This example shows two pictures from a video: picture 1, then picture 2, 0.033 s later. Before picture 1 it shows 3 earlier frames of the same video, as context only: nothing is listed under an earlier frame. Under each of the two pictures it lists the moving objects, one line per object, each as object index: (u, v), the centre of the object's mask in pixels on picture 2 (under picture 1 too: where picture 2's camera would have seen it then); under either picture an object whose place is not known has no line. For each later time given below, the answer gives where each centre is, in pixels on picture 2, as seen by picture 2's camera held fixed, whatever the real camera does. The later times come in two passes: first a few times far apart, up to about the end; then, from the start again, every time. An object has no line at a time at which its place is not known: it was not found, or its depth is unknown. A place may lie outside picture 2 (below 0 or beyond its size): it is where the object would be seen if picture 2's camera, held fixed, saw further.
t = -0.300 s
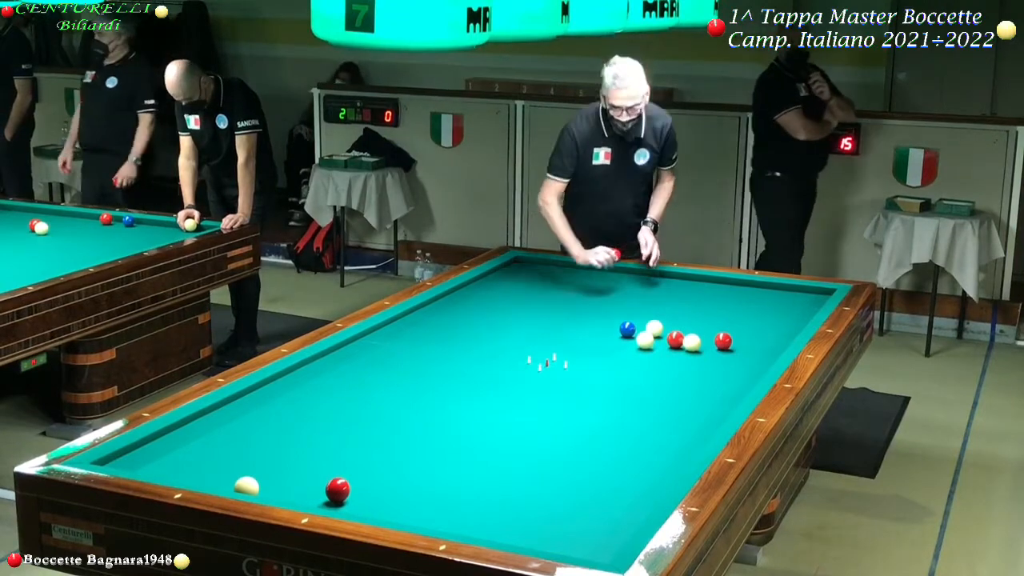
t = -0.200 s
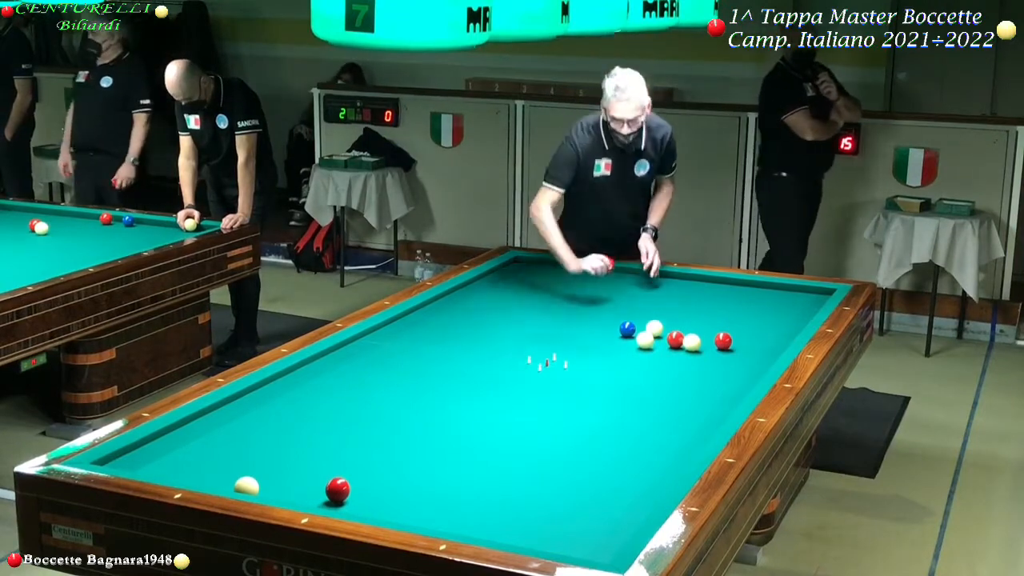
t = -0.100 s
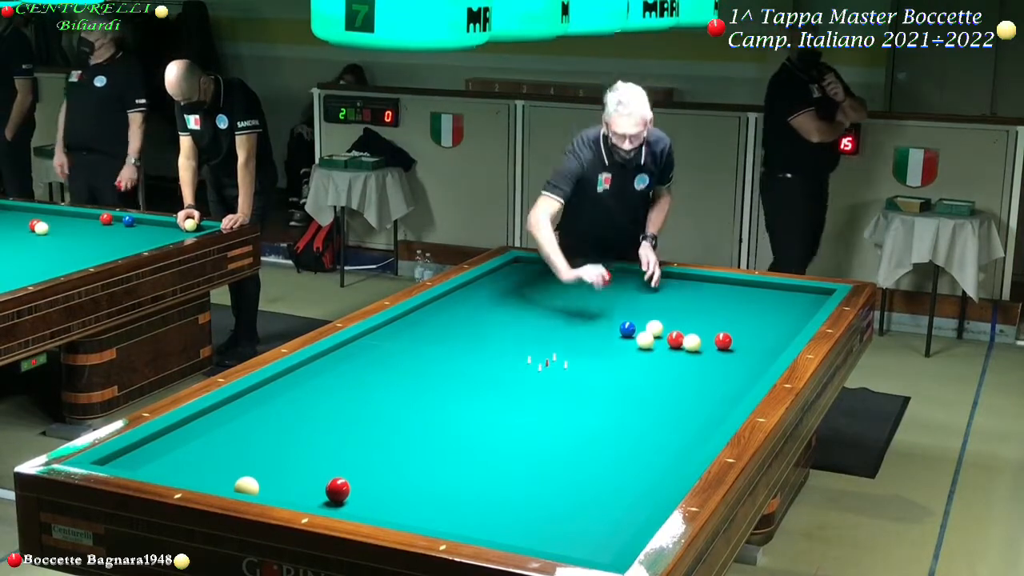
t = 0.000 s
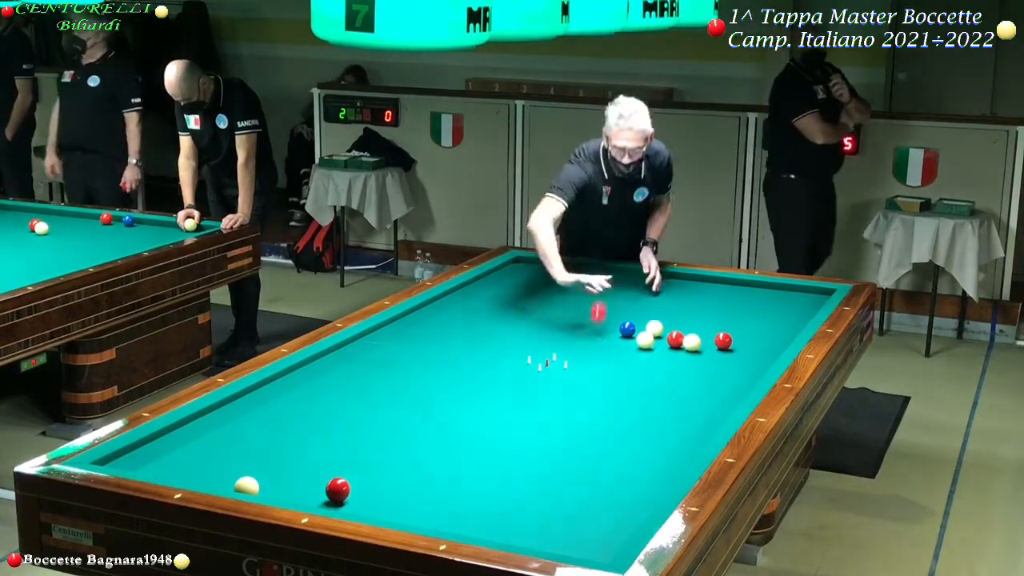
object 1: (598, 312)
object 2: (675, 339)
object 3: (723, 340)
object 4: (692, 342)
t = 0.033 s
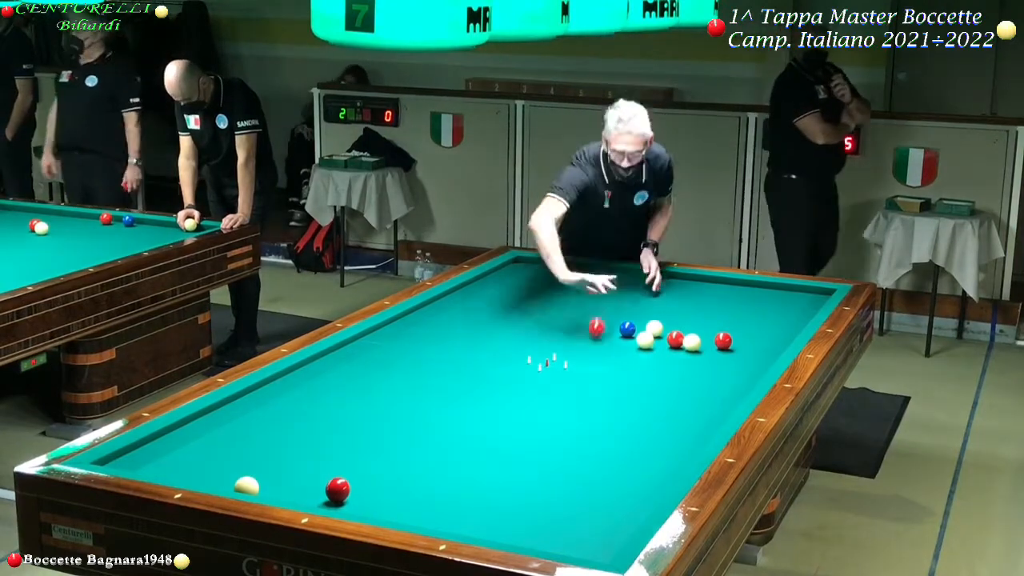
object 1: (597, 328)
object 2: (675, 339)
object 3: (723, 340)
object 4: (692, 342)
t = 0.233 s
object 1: (589, 350)
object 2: (675, 339)
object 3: (723, 340)
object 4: (692, 342)
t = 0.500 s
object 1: (576, 409)
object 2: (675, 339)
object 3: (723, 340)
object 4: (692, 342)
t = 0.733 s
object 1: (563, 465)
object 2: (675, 339)
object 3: (723, 340)
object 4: (692, 342)
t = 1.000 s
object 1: (548, 534)
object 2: (675, 339)
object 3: (723, 340)
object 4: (692, 342)
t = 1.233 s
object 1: (596, 518)
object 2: (675, 339)
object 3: (723, 340)
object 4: (692, 342)
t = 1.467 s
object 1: (647, 491)
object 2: (675, 339)
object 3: (723, 340)
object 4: (692, 342)
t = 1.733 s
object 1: (671, 463)
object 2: (675, 339)
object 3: (723, 340)
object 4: (692, 342)
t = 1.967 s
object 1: (678, 440)
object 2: (675, 339)
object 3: (723, 340)
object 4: (692, 342)
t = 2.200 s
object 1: (684, 420)
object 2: (675, 339)
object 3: (723, 340)
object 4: (692, 342)
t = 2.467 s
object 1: (691, 398)
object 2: (675, 339)
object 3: (723, 340)
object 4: (692, 342)
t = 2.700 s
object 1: (696, 382)
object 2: (675, 339)
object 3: (723, 340)
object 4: (692, 342)
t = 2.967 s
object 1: (702, 365)
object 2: (675, 339)
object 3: (723, 340)
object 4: (692, 342)
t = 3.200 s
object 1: (706, 352)
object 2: (675, 339)
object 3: (723, 340)
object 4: (692, 342)
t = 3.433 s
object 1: (709, 342)
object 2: (671, 338)
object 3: (732, 338)
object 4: (689, 342)
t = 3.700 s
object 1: (709, 336)
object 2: (662, 336)
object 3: (752, 334)
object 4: (681, 341)
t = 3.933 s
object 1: (709, 331)
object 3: (768, 331)
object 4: (675, 341)
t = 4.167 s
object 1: (710, 327)
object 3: (784, 327)
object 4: (670, 340)
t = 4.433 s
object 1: (710, 322)
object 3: (799, 323)
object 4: (665, 339)
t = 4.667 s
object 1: (710, 318)
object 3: (797, 320)
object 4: (662, 339)
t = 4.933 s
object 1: (710, 315)
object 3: (794, 315)
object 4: (661, 339)
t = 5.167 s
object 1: (710, 311)
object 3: (792, 312)
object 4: (660, 339)
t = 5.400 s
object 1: (711, 308)
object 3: (790, 308)
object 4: (660, 339)
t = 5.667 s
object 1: (711, 305)
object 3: (787, 305)
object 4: (660, 339)
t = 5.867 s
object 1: (711, 303)
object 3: (786, 302)
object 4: (660, 339)
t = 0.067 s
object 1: (596, 326)
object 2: (675, 339)
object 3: (723, 340)
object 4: (692, 342)
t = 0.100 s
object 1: (594, 325)
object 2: (675, 339)
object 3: (723, 341)
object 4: (692, 342)
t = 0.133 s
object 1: (593, 327)
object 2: (675, 339)
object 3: (723, 340)
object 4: (692, 342)
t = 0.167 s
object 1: (592, 331)
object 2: (675, 339)
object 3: (723, 340)
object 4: (692, 342)
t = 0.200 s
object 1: (590, 339)
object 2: (675, 339)
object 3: (723, 340)
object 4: (692, 342)
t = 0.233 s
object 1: (589, 350)
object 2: (675, 339)
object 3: (723, 340)
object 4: (692, 342)
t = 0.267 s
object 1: (587, 366)
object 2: (675, 339)
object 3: (723, 340)
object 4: (692, 342)
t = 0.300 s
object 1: (585, 371)
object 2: (675, 339)
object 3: (723, 340)
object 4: (692, 342)
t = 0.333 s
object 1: (584, 372)
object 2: (675, 339)
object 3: (723, 340)
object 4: (692, 342)
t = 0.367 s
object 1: (582, 376)
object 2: (675, 339)
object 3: (723, 340)
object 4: (692, 342)
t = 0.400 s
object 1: (581, 384)
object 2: (675, 339)
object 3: (723, 340)
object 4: (692, 342)
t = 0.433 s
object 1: (579, 396)
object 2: (675, 339)
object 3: (723, 340)
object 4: (692, 342)
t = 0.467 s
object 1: (577, 407)
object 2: (675, 339)
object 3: (723, 340)
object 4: (692, 342)
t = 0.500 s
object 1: (576, 409)
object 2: (675, 339)
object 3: (723, 340)
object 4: (692, 342)
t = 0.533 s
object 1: (574, 415)
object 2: (675, 339)
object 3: (723, 340)
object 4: (692, 342)
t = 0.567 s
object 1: (572, 426)
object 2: (675, 339)
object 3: (723, 340)
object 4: (692, 342)
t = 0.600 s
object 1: (570, 434)
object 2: (675, 339)
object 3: (723, 341)
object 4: (692, 342)
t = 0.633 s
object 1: (569, 440)
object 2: (675, 339)
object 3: (723, 340)
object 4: (692, 342)
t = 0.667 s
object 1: (567, 450)
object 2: (675, 339)
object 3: (723, 340)
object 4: (692, 342)
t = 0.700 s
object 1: (565, 457)
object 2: (675, 339)
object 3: (723, 340)
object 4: (692, 342)
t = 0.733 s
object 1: (563, 465)
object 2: (675, 339)
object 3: (723, 340)
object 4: (692, 342)
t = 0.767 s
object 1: (562, 473)
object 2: (675, 339)
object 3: (723, 341)
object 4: (692, 342)
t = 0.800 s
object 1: (560, 481)
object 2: (675, 339)
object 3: (723, 340)
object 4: (692, 342)
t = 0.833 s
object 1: (558, 489)
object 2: (675, 339)
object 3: (723, 340)
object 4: (692, 342)
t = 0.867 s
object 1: (556, 497)
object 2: (675, 339)
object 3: (723, 340)
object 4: (692, 342)
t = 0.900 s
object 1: (554, 507)
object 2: (675, 339)
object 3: (723, 340)
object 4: (692, 342)
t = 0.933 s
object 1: (552, 516)
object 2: (675, 339)
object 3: (723, 340)
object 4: (692, 342)
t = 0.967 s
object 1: (550, 524)
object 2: (675, 339)
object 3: (723, 340)
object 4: (692, 342)
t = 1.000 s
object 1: (548, 534)
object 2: (675, 339)
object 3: (723, 340)
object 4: (692, 342)
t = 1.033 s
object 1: (546, 540)
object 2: (675, 339)
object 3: (723, 340)
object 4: (692, 342)
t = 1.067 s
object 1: (549, 543)
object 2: (675, 339)
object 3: (723, 340)
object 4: (692, 342)
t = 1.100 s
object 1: (559, 539)
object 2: (675, 339)
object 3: (723, 340)
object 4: (692, 342)
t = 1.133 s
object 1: (569, 534)
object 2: (675, 339)
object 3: (723, 340)
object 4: (692, 342)
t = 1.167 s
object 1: (578, 528)
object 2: (675, 339)
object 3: (723, 340)
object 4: (692, 342)
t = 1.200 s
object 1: (588, 522)
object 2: (675, 339)
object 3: (723, 340)
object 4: (692, 342)
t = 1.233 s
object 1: (596, 518)
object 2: (675, 339)
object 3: (723, 340)
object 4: (692, 342)
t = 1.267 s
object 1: (604, 513)
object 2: (675, 339)
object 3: (723, 340)
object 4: (692, 342)
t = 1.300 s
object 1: (612, 509)
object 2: (675, 339)
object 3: (723, 340)
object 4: (692, 342)
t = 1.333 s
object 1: (619, 505)
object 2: (675, 339)
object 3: (723, 340)
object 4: (692, 342)
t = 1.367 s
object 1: (626, 502)
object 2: (675, 339)
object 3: (723, 340)
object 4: (692, 342)
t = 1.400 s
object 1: (634, 498)
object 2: (675, 339)
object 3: (723, 340)
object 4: (692, 342)
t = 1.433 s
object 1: (641, 494)
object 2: (675, 339)
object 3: (723, 340)
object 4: (692, 342)
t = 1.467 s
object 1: (647, 491)
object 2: (675, 339)
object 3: (723, 340)
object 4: (692, 342)
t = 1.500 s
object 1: (655, 488)
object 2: (675, 339)
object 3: (723, 340)
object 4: (692, 342)
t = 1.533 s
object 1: (661, 483)
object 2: (675, 339)
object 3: (723, 340)
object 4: (692, 342)
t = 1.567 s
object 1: (665, 480)
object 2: (675, 339)
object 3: (723, 340)
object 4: (692, 342)
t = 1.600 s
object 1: (666, 477)
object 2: (675, 339)
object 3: (723, 340)
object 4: (692, 342)
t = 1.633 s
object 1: (667, 474)
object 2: (675, 339)
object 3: (723, 340)
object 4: (692, 342)
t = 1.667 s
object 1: (668, 470)
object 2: (675, 339)
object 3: (723, 340)
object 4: (692, 342)
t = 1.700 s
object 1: (670, 467)
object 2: (675, 339)
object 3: (723, 340)
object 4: (692, 342)
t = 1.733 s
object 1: (671, 463)
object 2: (675, 339)
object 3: (723, 340)
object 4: (692, 342)
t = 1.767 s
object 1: (672, 460)
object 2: (675, 339)
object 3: (723, 340)
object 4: (692, 342)
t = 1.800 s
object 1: (673, 456)
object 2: (675, 339)
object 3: (723, 340)
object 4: (692, 342)
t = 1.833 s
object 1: (674, 453)
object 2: (675, 339)
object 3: (723, 340)
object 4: (692, 342)
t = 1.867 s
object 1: (675, 450)
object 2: (675, 339)
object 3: (723, 340)
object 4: (692, 342)
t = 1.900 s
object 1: (676, 447)
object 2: (675, 339)
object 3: (723, 340)
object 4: (692, 342)
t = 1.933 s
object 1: (677, 443)
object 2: (675, 339)
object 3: (723, 340)
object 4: (692, 342)
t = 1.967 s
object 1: (678, 440)
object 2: (675, 339)
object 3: (723, 340)
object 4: (692, 342)
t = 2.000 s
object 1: (679, 437)
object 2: (675, 339)
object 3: (723, 341)
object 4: (692, 342)
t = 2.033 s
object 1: (680, 434)
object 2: (675, 339)
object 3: (723, 340)
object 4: (692, 342)
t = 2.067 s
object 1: (681, 431)
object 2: (675, 339)
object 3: (723, 340)
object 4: (692, 342)
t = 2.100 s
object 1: (682, 428)
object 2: (675, 339)
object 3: (723, 340)
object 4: (692, 342)
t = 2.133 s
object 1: (683, 425)
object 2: (675, 339)
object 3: (723, 340)
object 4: (692, 342)
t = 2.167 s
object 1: (683, 422)
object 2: (675, 339)
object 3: (723, 340)
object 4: (692, 342)
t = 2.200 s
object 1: (684, 420)
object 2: (675, 339)
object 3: (723, 340)
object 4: (692, 342)
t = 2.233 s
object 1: (685, 417)
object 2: (675, 339)
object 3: (723, 340)
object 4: (692, 342)
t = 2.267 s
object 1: (686, 414)
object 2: (675, 339)
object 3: (723, 340)
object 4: (692, 342)
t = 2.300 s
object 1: (687, 411)
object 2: (675, 339)
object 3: (723, 340)
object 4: (692, 342)
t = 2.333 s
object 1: (688, 409)
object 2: (675, 339)
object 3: (723, 340)
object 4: (692, 342)
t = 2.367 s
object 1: (688, 406)
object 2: (675, 339)
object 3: (723, 340)
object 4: (692, 342)
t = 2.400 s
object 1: (689, 403)
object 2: (675, 339)
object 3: (723, 341)
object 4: (692, 342)
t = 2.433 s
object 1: (690, 401)
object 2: (675, 339)
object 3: (723, 340)
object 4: (692, 342)
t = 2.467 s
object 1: (691, 398)
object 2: (675, 339)
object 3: (723, 340)
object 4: (692, 342)
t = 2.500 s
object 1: (692, 396)
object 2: (675, 339)
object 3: (723, 340)
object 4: (692, 342)
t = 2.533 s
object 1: (692, 393)
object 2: (675, 339)
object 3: (723, 340)
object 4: (692, 342)
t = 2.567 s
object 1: (693, 391)
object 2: (675, 339)
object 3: (723, 340)
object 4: (692, 342)
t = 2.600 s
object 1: (694, 389)
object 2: (675, 339)
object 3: (723, 340)
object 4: (692, 342)
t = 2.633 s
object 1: (695, 386)
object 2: (675, 339)
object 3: (723, 340)
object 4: (692, 342)
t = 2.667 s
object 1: (695, 384)
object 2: (675, 339)
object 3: (723, 340)
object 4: (692, 342)
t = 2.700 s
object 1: (696, 382)
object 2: (675, 339)
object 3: (723, 340)
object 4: (692, 342)
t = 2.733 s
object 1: (697, 380)
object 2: (675, 339)
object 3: (723, 340)
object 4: (692, 342)
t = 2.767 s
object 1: (698, 377)
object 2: (675, 339)
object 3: (723, 340)
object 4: (692, 342)
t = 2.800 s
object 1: (698, 375)
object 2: (675, 339)
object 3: (723, 340)
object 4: (692, 342)
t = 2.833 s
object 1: (699, 373)
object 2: (675, 339)
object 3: (723, 340)
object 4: (692, 342)
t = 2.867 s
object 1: (700, 371)
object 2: (675, 339)
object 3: (723, 340)
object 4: (692, 342)
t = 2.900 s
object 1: (700, 369)
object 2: (675, 339)
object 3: (723, 340)
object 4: (692, 342)
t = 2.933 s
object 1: (701, 367)
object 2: (675, 339)
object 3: (723, 340)
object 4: (692, 342)
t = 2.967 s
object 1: (702, 365)
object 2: (675, 339)
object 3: (723, 340)
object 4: (692, 342)
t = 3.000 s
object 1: (702, 363)
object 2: (675, 339)
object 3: (723, 340)
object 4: (692, 342)
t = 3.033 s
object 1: (703, 361)
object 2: (675, 339)
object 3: (723, 340)
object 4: (692, 342)
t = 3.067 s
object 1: (704, 359)
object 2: (675, 339)
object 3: (723, 340)
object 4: (692, 342)
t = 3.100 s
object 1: (704, 357)
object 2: (675, 339)
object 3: (723, 340)
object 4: (692, 342)
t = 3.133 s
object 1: (705, 355)
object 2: (675, 339)
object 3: (723, 340)
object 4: (692, 342)
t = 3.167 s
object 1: (706, 353)
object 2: (675, 339)
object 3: (723, 340)
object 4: (692, 342)
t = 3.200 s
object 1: (706, 352)
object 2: (675, 339)
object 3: (723, 340)
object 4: (692, 342)
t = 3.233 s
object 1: (707, 349)
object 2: (675, 339)
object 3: (723, 340)
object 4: (692, 342)
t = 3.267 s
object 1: (708, 348)
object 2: (675, 339)
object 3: (723, 340)
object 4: (692, 342)
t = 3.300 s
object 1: (708, 346)
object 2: (675, 339)
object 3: (723, 340)
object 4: (691, 342)
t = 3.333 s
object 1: (710, 344)
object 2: (674, 339)
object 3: (724, 341)
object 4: (691, 342)
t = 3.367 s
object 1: (710, 343)
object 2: (673, 339)
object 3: (726, 340)
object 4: (691, 342)
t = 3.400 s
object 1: (709, 343)
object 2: (672, 338)
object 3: (729, 339)
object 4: (690, 342)
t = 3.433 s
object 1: (709, 342)
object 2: (671, 338)
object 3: (732, 338)
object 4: (689, 342)
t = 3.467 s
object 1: (709, 341)
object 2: (670, 338)
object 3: (735, 338)
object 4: (688, 342)
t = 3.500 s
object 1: (709, 341)
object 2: (668, 338)
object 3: (738, 337)
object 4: (687, 342)
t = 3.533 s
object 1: (709, 340)
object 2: (667, 338)
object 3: (740, 337)
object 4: (685, 341)
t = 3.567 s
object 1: (709, 339)
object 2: (666, 337)
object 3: (743, 336)
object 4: (685, 341)
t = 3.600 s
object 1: (709, 339)
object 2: (665, 337)
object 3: (745, 336)
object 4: (684, 341)
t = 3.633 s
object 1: (709, 337)
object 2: (664, 337)
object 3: (748, 335)
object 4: (683, 341)
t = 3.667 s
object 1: (709, 337)
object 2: (663, 337)
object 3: (750, 335)
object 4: (682, 341)
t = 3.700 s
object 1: (709, 336)
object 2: (662, 336)
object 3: (752, 334)
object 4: (681, 341)
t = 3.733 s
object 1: (709, 335)
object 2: (661, 336)
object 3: (754, 334)
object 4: (680, 341)
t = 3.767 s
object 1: (709, 335)
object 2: (660, 336)
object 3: (757, 333)
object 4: (680, 341)
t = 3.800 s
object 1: (709, 334)
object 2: (660, 336)
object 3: (759, 332)
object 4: (678, 341)
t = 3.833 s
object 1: (710, 334)
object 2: (659, 335)
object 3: (761, 332)
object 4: (678, 341)
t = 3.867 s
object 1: (709, 333)
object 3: (764, 332)
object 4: (677, 341)
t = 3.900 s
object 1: (709, 332)
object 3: (766, 331)
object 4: (676, 341)
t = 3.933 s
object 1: (709, 331)
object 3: (768, 331)
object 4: (675, 341)
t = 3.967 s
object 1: (709, 331)
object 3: (771, 330)
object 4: (674, 341)
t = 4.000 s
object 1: (709, 330)
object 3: (773, 330)
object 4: (674, 340)
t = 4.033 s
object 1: (709, 330)
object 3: (775, 329)
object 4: (673, 340)
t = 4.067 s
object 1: (709, 329)
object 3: (777, 329)
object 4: (672, 340)
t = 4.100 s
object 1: (709, 328)
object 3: (779, 329)
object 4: (671, 340)
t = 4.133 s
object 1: (710, 328)
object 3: (782, 328)
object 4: (670, 340)
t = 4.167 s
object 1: (710, 327)
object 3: (784, 327)
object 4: (670, 340)
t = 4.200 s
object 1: (710, 326)
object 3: (786, 327)
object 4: (669, 340)
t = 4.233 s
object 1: (710, 326)
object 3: (788, 327)
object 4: (669, 340)
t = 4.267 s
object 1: (710, 325)
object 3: (790, 326)
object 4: (668, 340)
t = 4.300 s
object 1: (710, 325)
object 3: (792, 326)
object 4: (667, 340)
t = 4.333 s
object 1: (710, 324)
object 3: (794, 325)
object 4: (667, 339)
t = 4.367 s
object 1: (710, 324)
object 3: (796, 325)
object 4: (666, 339)
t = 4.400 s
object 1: (710, 323)
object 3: (798, 324)
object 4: (666, 339)
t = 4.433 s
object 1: (710, 322)
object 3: (799, 323)
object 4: (665, 339)
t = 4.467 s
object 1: (710, 322)
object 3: (798, 323)
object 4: (664, 339)
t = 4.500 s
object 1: (710, 322)
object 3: (798, 322)
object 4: (664, 339)
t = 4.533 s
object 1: (710, 321)
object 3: (798, 322)
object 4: (663, 339)
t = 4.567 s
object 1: (710, 320)
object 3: (798, 322)
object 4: (663, 339)
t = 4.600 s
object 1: (710, 319)
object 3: (797, 321)
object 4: (662, 339)
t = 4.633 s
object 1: (710, 319)
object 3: (797, 320)
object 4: (662, 339)
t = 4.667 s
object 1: (710, 318)
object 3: (797, 320)
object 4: (662, 339)
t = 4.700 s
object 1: (710, 318)
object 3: (796, 319)
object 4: (661, 339)
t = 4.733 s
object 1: (710, 318)
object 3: (796, 319)
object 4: (662, 339)
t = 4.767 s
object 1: (710, 317)
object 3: (796, 318)
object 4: (661, 339)
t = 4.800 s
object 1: (710, 316)
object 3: (795, 318)
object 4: (661, 339)
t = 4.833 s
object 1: (710, 316)
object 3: (795, 317)
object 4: (661, 339)
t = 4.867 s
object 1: (710, 315)
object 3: (795, 316)
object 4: (661, 339)
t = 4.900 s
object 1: (710, 315)
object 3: (795, 316)
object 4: (661, 339)
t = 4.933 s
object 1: (710, 315)
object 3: (794, 315)
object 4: (661, 339)
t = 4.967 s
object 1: (710, 314)
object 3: (794, 315)
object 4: (661, 339)
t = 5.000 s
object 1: (710, 314)
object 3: (793, 315)
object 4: (661, 339)
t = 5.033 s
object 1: (710, 313)
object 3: (793, 314)
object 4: (661, 339)
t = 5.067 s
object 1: (710, 312)
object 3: (793, 313)
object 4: (660, 339)
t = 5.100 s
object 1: (710, 312)
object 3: (792, 313)
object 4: (660, 339)
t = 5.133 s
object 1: (710, 312)
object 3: (792, 312)
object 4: (660, 339)
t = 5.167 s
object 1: (710, 311)
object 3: (792, 312)
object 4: (660, 339)
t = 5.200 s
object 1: (711, 311)
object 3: (791, 311)
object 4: (660, 339)
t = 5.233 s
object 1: (710, 311)
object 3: (791, 311)
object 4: (661, 338)
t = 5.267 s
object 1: (711, 310)
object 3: (791, 310)
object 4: (660, 339)
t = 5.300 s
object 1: (711, 309)
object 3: (791, 310)
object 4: (660, 339)
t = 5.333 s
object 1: (711, 309)
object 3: (790, 309)
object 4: (660, 338)
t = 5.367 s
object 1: (711, 308)
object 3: (790, 309)
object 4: (660, 339)
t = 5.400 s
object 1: (711, 308)
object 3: (790, 308)
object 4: (660, 339)
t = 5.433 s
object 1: (711, 308)
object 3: (789, 308)
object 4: (661, 338)
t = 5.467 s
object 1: (711, 307)
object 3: (789, 307)
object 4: (660, 339)
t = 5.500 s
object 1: (711, 307)
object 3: (789, 307)
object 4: (660, 339)
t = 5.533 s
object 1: (711, 307)
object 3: (789, 307)
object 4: (661, 339)
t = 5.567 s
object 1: (711, 306)
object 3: (788, 306)
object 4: (660, 339)
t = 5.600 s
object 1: (711, 306)
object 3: (788, 306)
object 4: (660, 339)
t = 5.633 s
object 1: (711, 305)
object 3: (788, 305)
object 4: (661, 339)
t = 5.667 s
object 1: (711, 305)
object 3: (787, 305)
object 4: (660, 339)
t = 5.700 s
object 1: (711, 304)
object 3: (787, 304)
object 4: (661, 339)
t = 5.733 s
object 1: (711, 304)
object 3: (787, 304)
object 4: (660, 339)
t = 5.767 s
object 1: (711, 304)
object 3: (787, 304)
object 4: (660, 339)
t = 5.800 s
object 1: (711, 303)
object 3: (786, 303)
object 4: (660, 339)
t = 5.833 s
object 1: (711, 303)
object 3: (786, 303)
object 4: (660, 339)
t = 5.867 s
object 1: (711, 303)
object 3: (786, 302)
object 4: (660, 339)
